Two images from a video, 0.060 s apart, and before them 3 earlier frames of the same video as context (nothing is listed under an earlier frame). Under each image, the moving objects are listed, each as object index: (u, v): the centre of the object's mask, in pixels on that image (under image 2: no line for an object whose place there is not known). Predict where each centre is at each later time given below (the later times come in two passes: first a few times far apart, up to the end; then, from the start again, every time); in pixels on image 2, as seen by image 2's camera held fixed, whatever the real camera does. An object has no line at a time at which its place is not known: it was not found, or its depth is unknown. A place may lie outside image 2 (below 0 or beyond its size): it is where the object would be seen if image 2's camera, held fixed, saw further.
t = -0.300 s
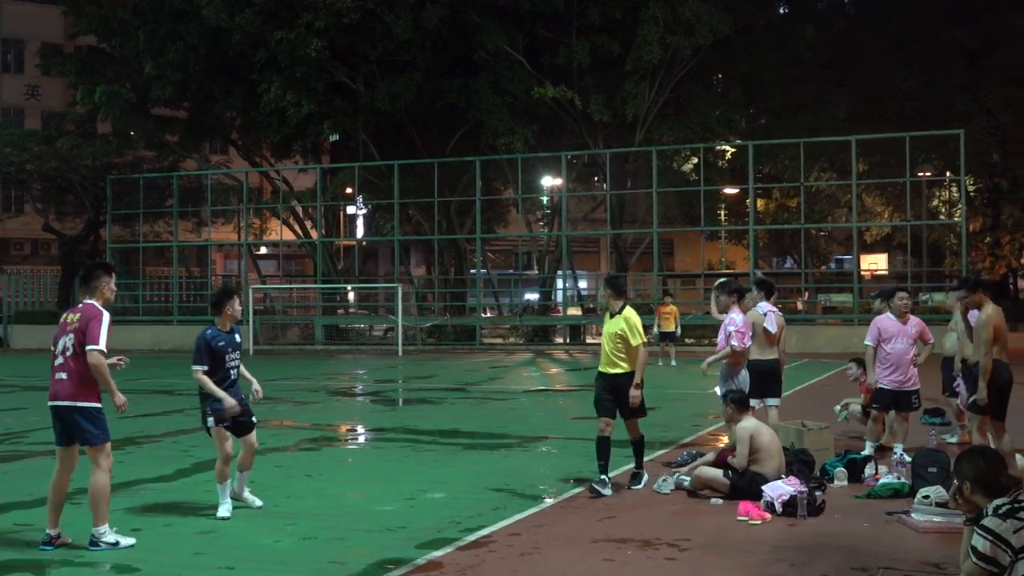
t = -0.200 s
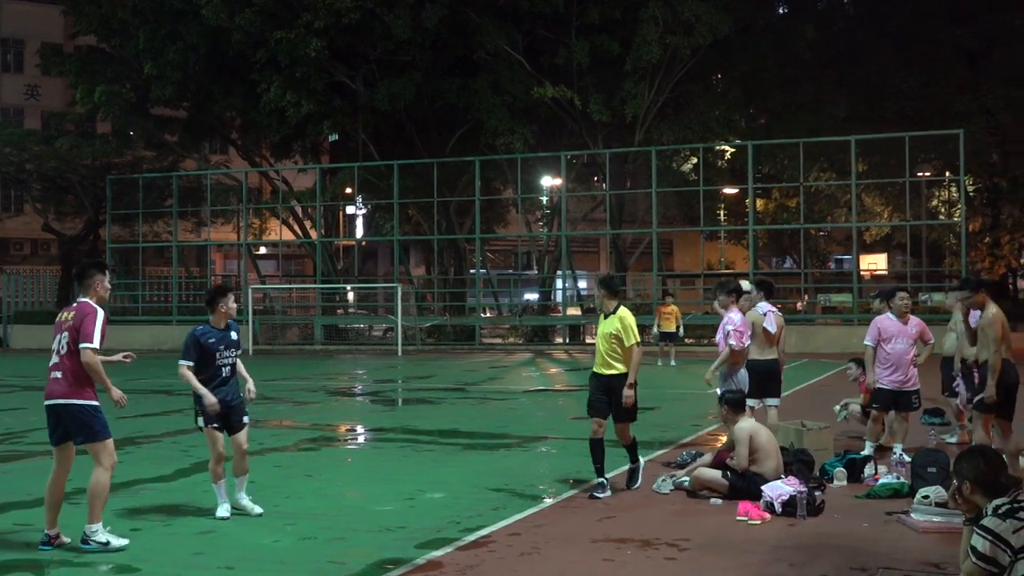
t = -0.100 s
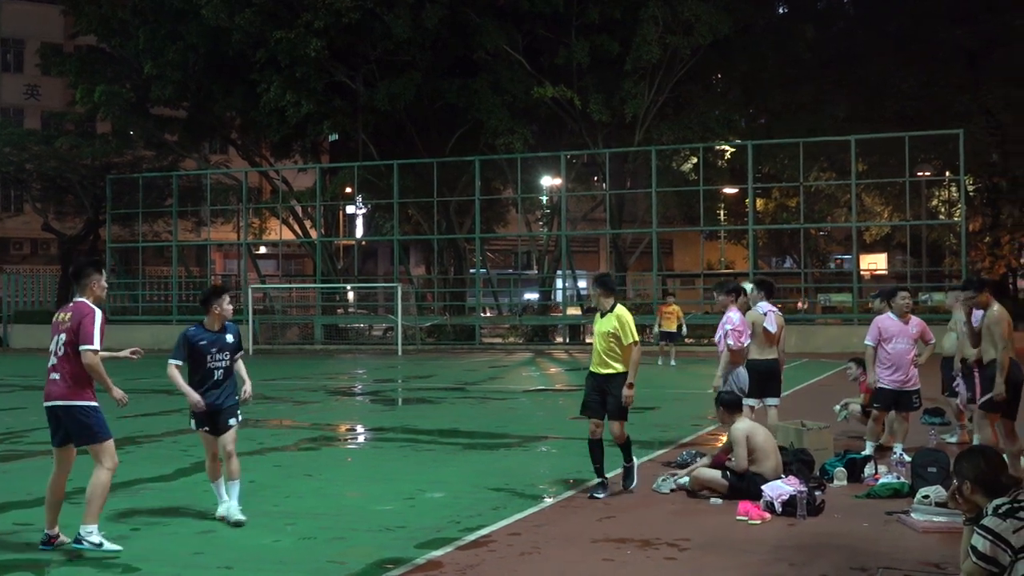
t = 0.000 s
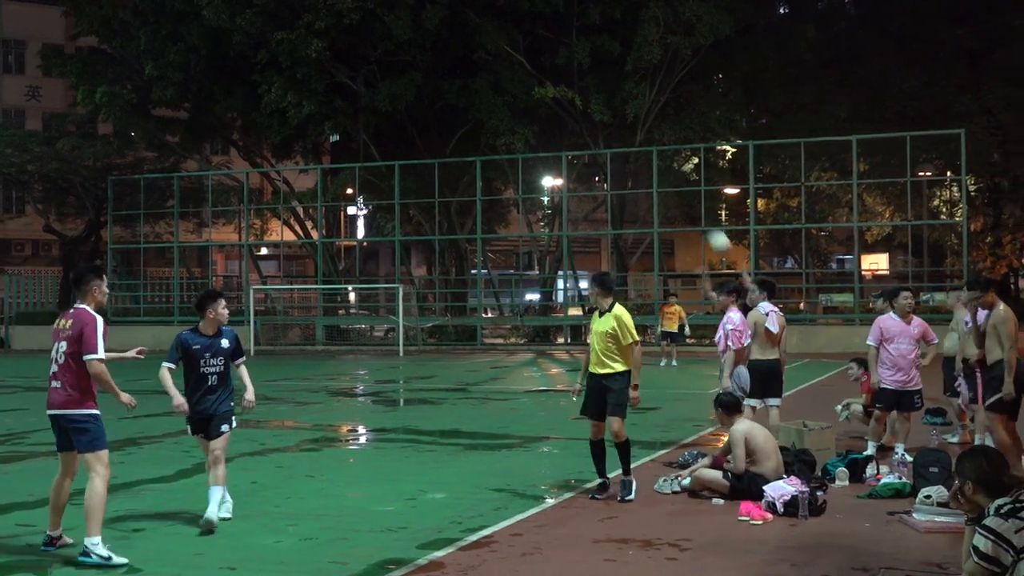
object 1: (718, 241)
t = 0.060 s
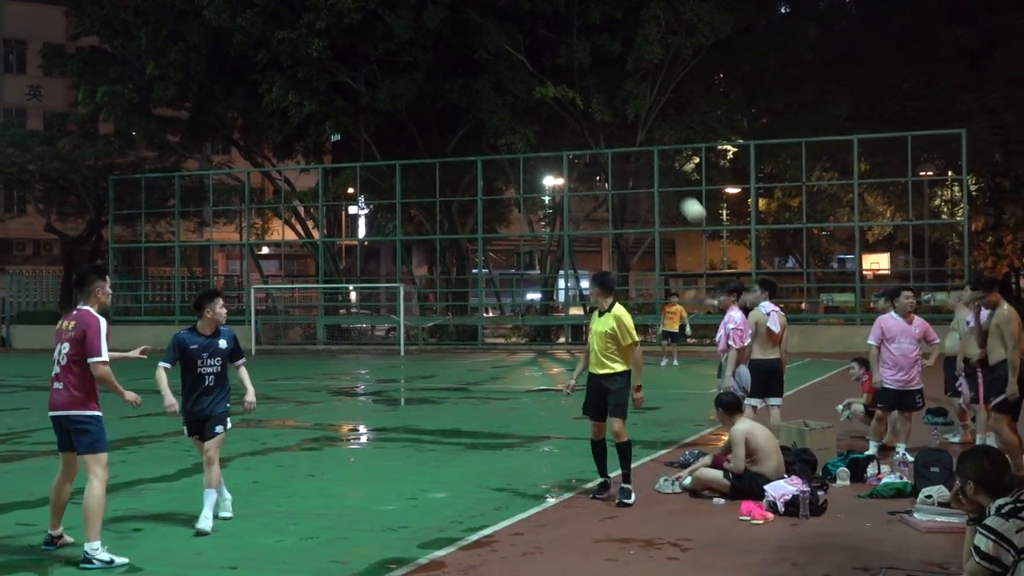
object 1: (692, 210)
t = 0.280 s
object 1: (577, 104)
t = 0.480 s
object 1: (440, 25)
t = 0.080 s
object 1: (683, 200)
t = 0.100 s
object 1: (674, 190)
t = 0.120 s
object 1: (664, 180)
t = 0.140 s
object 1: (653, 169)
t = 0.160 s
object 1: (644, 161)
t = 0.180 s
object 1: (633, 151)
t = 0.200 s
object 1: (623, 141)
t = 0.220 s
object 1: (612, 132)
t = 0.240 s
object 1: (600, 123)
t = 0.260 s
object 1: (589, 114)
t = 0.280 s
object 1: (577, 104)
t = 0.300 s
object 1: (565, 96)
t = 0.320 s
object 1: (553, 87)
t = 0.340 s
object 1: (540, 78)
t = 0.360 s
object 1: (527, 70)
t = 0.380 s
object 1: (513, 62)
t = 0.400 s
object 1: (499, 54)
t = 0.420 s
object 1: (485, 46)
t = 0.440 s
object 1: (470, 39)
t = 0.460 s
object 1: (456, 32)
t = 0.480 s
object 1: (440, 25)
